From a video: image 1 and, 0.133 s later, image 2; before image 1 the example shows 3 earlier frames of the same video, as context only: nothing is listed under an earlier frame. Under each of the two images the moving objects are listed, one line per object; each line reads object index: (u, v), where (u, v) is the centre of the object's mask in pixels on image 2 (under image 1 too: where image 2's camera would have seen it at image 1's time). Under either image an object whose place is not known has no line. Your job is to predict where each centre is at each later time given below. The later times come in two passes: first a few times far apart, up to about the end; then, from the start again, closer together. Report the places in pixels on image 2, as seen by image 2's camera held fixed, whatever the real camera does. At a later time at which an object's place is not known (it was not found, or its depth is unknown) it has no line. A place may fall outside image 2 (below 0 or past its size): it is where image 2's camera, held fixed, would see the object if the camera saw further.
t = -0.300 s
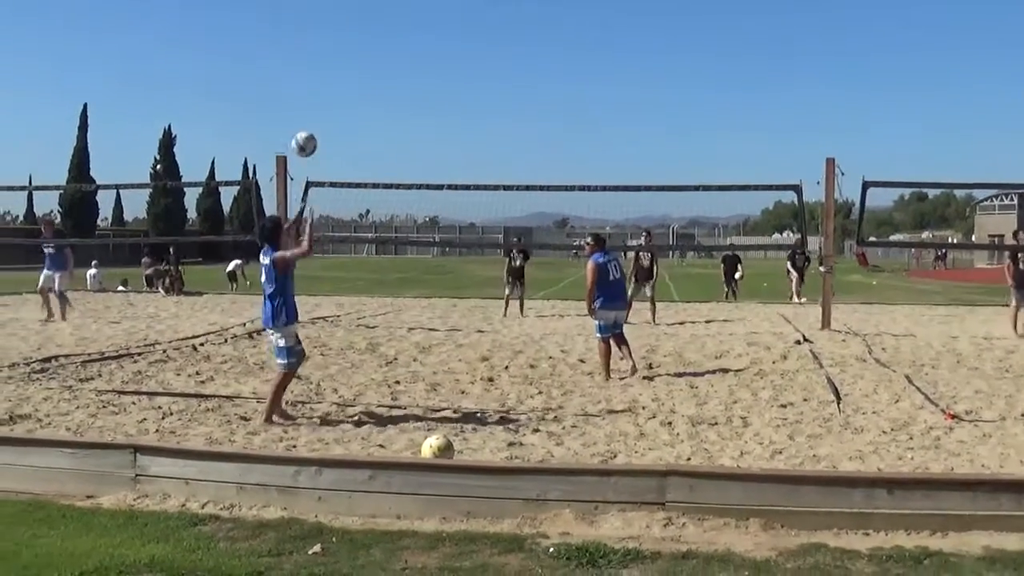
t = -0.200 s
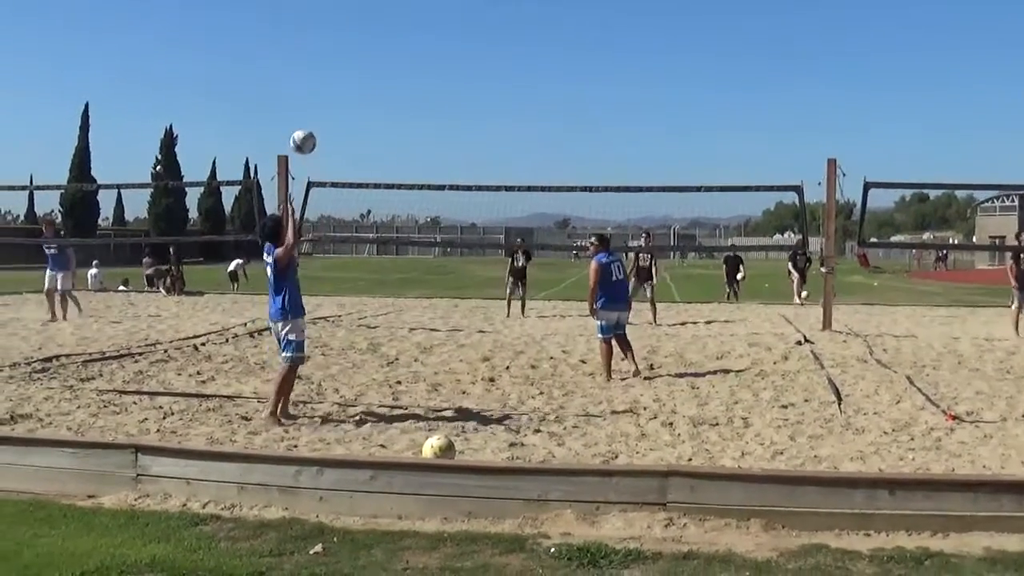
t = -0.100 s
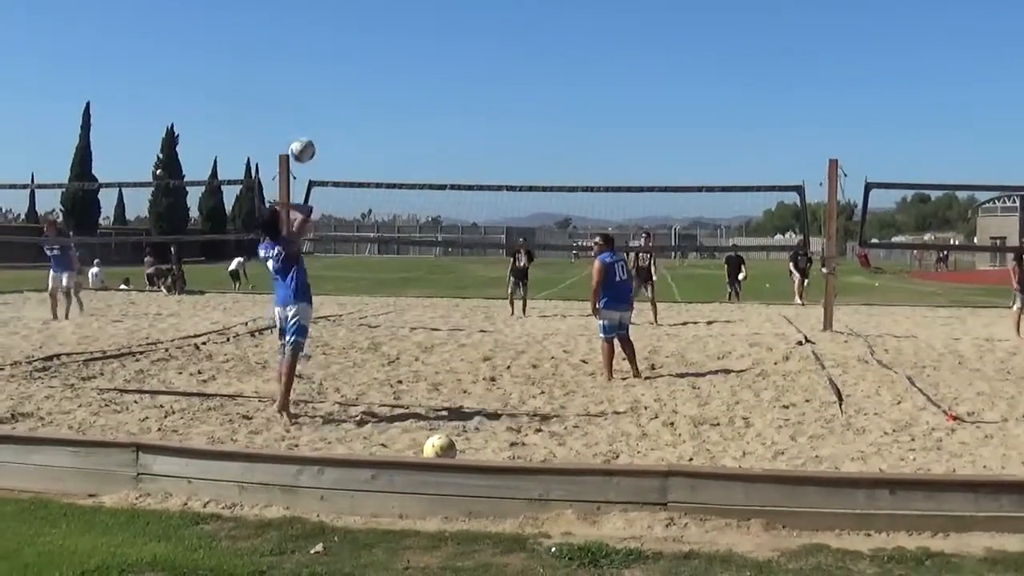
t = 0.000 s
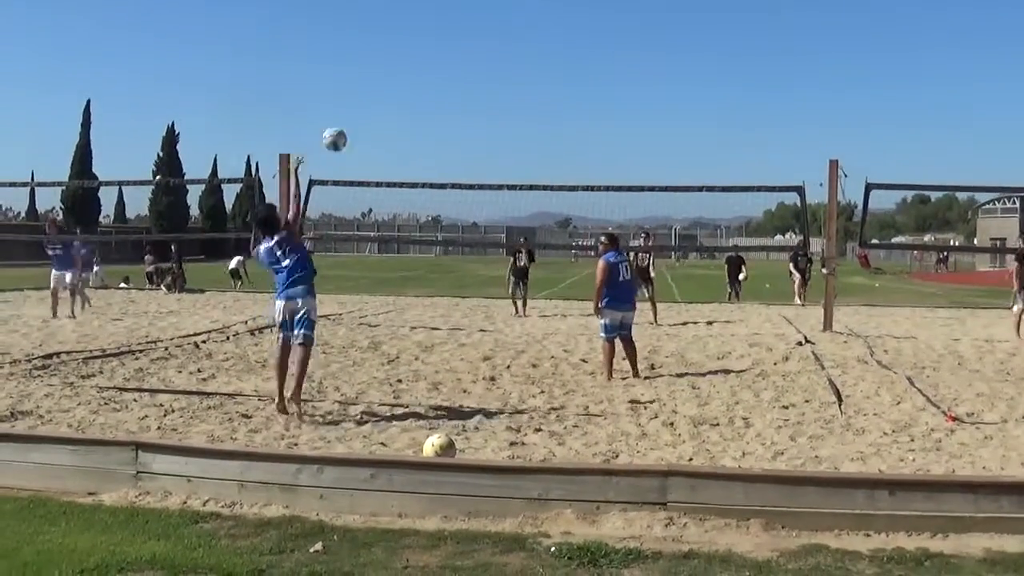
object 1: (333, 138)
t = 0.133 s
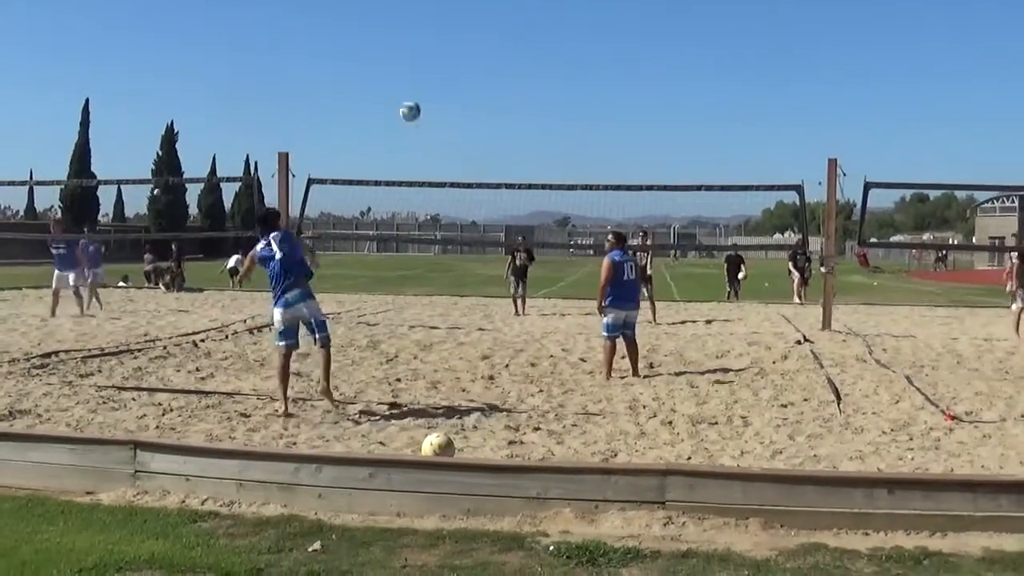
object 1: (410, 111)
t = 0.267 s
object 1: (471, 106)
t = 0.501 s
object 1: (555, 128)
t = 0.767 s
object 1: (628, 183)
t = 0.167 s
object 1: (427, 107)
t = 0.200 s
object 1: (443, 106)
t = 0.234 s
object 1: (457, 106)
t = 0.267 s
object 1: (471, 106)
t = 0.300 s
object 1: (485, 107)
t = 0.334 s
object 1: (498, 109)
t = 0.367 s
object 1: (510, 111)
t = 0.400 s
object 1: (522, 115)
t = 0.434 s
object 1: (533, 119)
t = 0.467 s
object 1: (545, 123)
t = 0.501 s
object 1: (555, 128)
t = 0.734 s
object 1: (620, 179)
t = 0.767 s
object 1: (628, 183)
